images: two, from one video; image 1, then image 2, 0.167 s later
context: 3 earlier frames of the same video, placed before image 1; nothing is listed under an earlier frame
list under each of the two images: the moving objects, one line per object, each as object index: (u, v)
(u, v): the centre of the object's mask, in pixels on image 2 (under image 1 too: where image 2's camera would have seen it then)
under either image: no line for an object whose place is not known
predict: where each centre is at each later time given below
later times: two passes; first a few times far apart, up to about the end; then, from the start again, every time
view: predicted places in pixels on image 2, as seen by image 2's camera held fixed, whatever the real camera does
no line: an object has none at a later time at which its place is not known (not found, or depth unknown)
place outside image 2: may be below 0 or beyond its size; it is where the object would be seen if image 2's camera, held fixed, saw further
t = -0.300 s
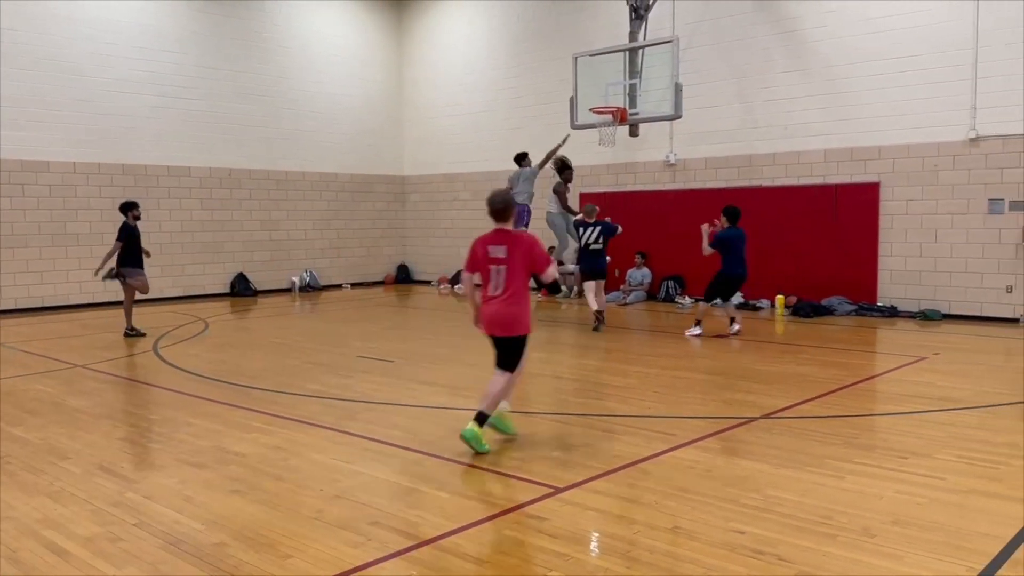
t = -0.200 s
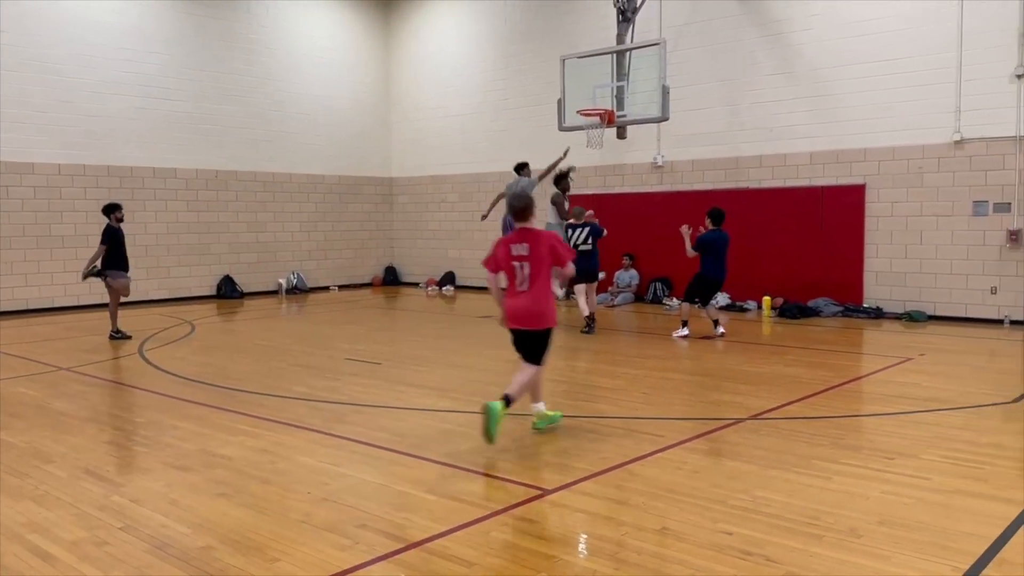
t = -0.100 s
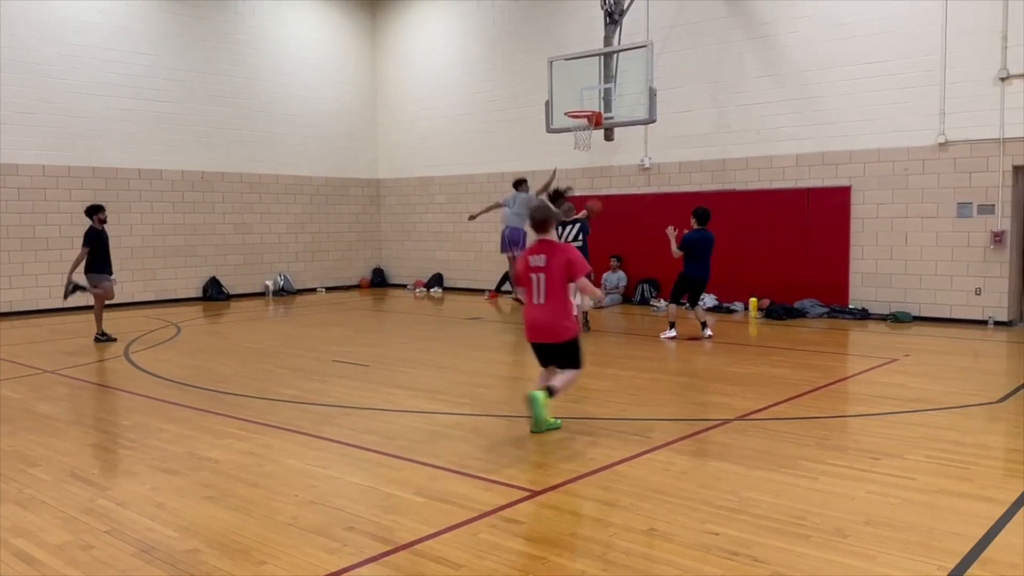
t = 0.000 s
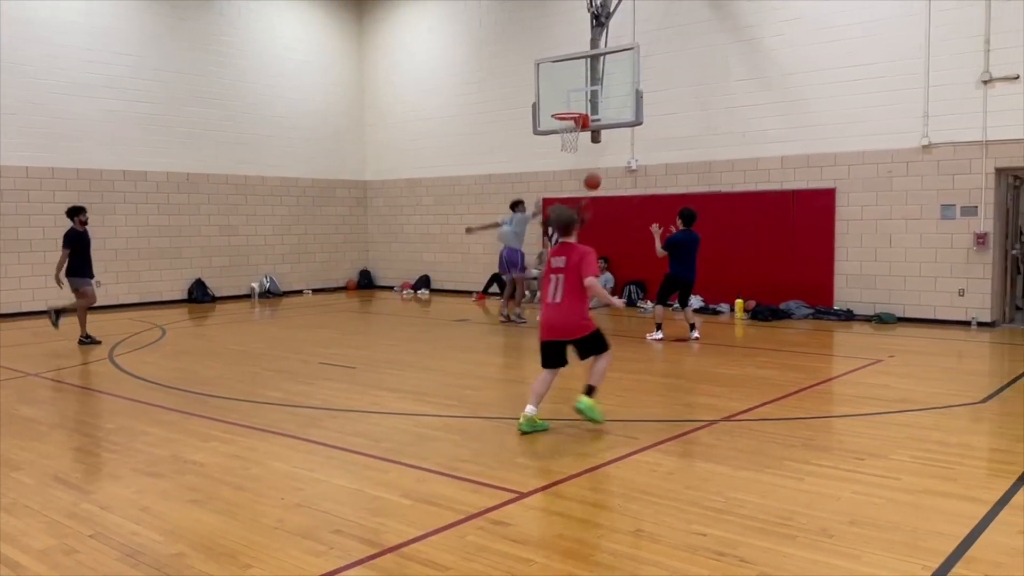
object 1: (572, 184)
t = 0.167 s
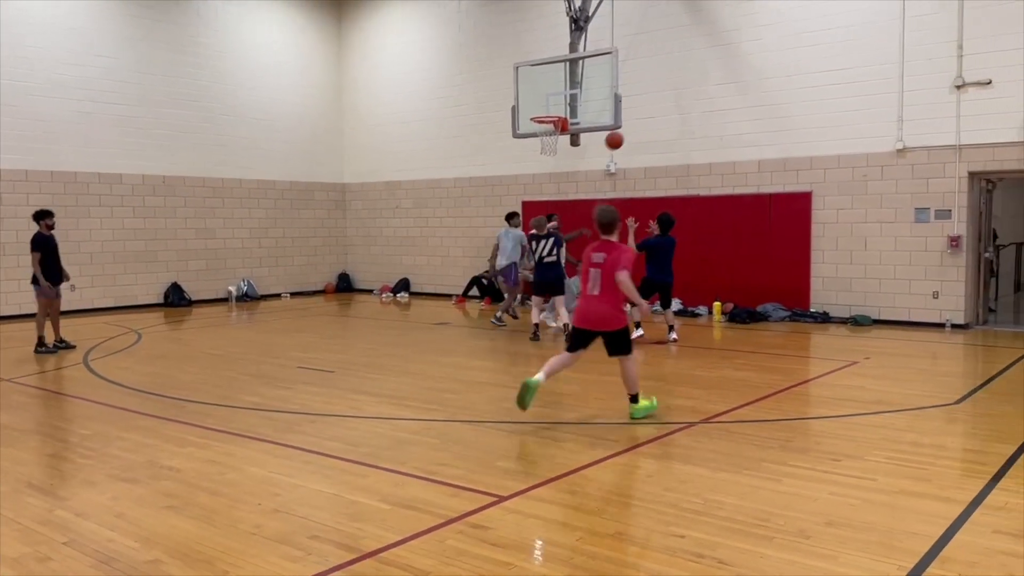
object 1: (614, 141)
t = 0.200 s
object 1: (623, 133)
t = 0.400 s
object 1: (683, 104)
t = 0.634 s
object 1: (764, 109)
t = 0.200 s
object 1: (623, 133)
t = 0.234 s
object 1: (632, 126)
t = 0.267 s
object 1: (642, 121)
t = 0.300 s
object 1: (652, 115)
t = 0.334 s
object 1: (662, 111)
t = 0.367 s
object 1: (672, 107)
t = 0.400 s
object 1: (683, 104)
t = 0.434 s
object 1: (693, 102)
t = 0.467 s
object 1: (704, 100)
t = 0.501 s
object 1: (715, 100)
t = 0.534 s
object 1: (727, 101)
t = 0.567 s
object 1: (739, 103)
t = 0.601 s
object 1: (751, 106)
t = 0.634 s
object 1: (764, 109)
